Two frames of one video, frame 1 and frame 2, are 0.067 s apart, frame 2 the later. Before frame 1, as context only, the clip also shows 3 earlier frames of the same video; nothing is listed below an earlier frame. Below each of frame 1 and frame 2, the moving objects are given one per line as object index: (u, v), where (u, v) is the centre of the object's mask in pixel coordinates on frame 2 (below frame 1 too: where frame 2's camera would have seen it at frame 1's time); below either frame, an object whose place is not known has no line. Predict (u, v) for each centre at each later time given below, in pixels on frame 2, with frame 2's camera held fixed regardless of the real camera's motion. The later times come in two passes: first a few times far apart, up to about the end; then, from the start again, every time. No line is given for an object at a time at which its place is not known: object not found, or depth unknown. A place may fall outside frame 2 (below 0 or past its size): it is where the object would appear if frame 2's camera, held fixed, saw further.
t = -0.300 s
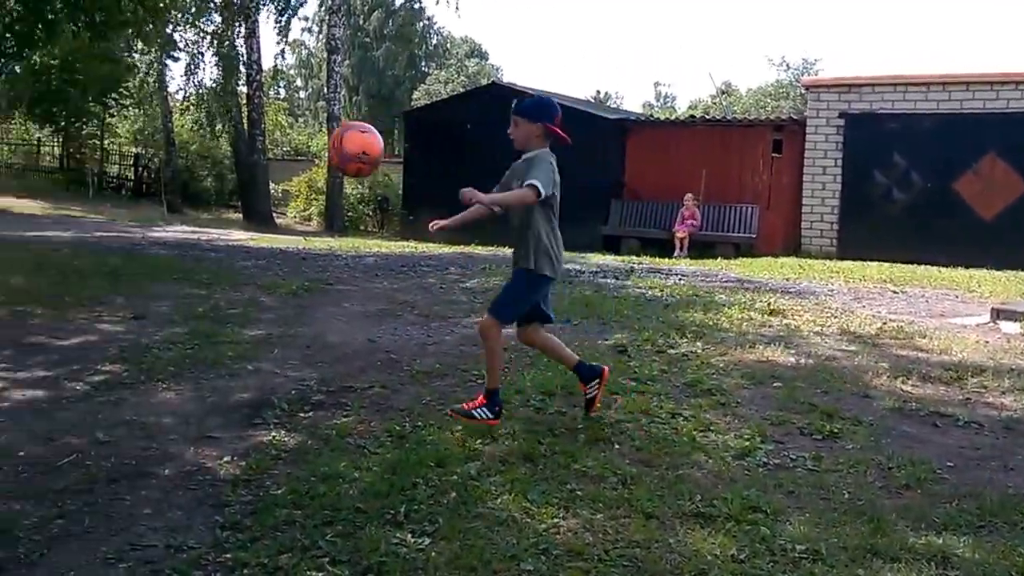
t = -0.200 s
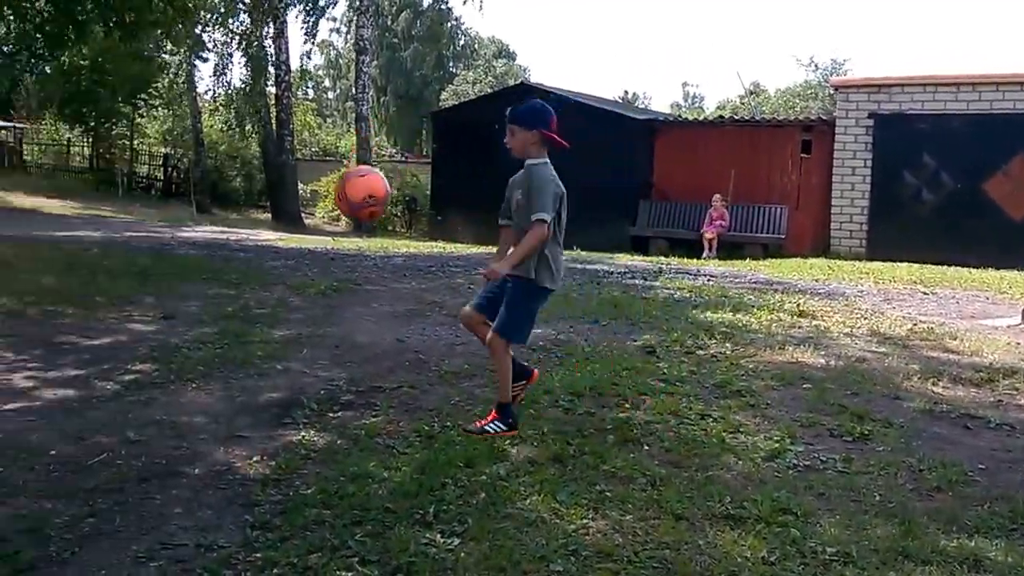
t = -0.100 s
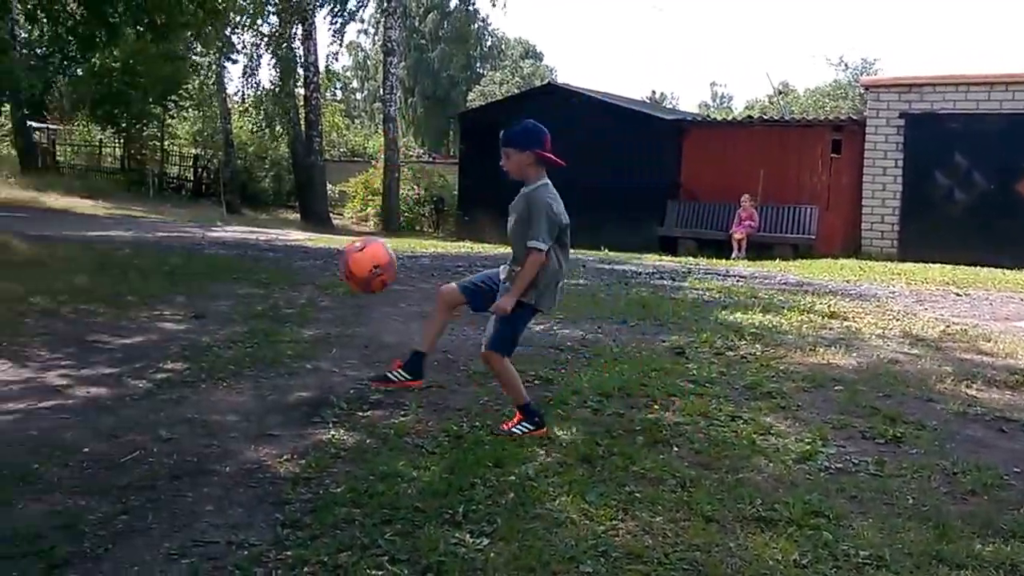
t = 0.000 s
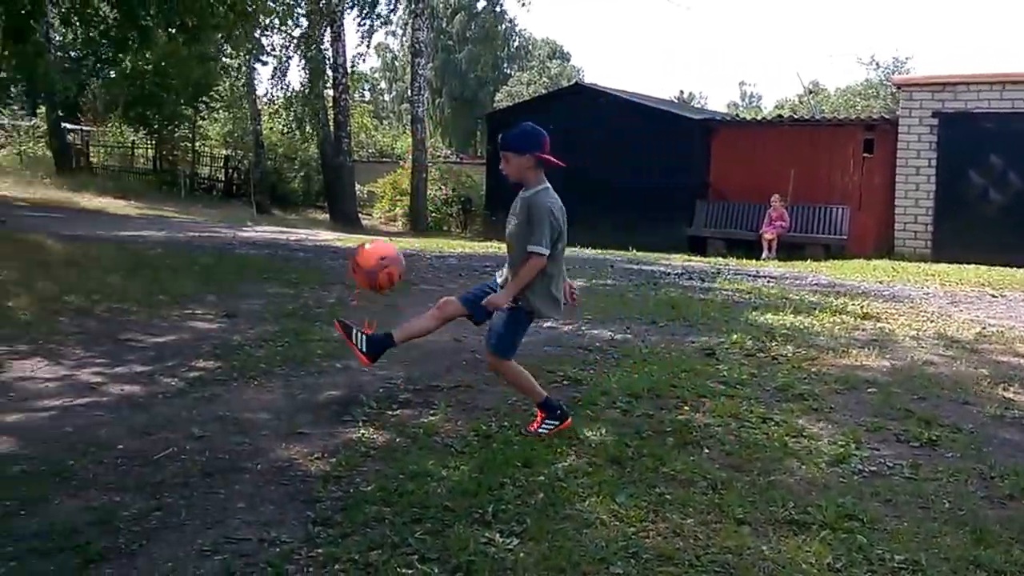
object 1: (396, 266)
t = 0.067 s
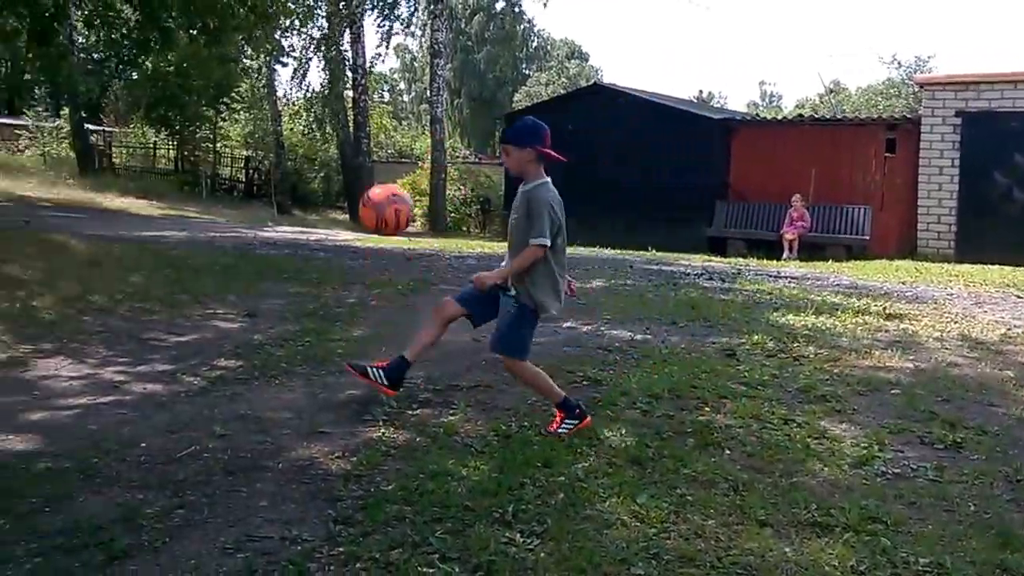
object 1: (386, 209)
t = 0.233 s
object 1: (365, 123)
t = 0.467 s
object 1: (340, 111)
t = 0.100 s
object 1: (381, 186)
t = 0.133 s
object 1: (377, 166)
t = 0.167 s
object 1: (373, 149)
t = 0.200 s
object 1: (368, 134)
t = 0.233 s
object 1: (365, 123)
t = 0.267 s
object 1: (360, 114)
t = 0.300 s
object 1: (357, 107)
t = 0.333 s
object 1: (354, 103)
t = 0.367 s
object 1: (351, 103)
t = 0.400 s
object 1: (348, 102)
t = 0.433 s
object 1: (344, 105)
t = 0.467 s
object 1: (340, 111)
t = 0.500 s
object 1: (336, 120)
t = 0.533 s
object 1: (333, 132)
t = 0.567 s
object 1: (330, 146)
